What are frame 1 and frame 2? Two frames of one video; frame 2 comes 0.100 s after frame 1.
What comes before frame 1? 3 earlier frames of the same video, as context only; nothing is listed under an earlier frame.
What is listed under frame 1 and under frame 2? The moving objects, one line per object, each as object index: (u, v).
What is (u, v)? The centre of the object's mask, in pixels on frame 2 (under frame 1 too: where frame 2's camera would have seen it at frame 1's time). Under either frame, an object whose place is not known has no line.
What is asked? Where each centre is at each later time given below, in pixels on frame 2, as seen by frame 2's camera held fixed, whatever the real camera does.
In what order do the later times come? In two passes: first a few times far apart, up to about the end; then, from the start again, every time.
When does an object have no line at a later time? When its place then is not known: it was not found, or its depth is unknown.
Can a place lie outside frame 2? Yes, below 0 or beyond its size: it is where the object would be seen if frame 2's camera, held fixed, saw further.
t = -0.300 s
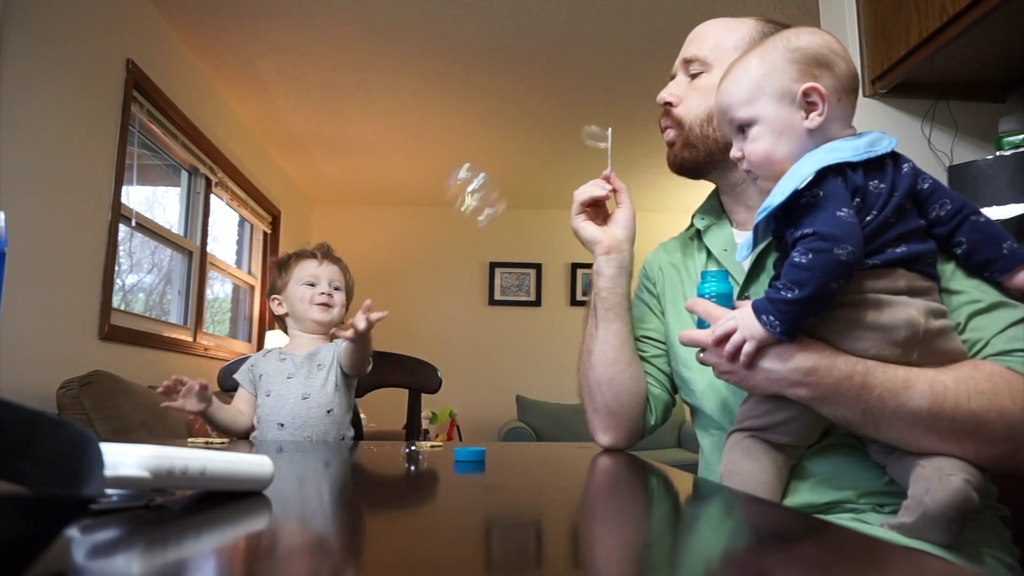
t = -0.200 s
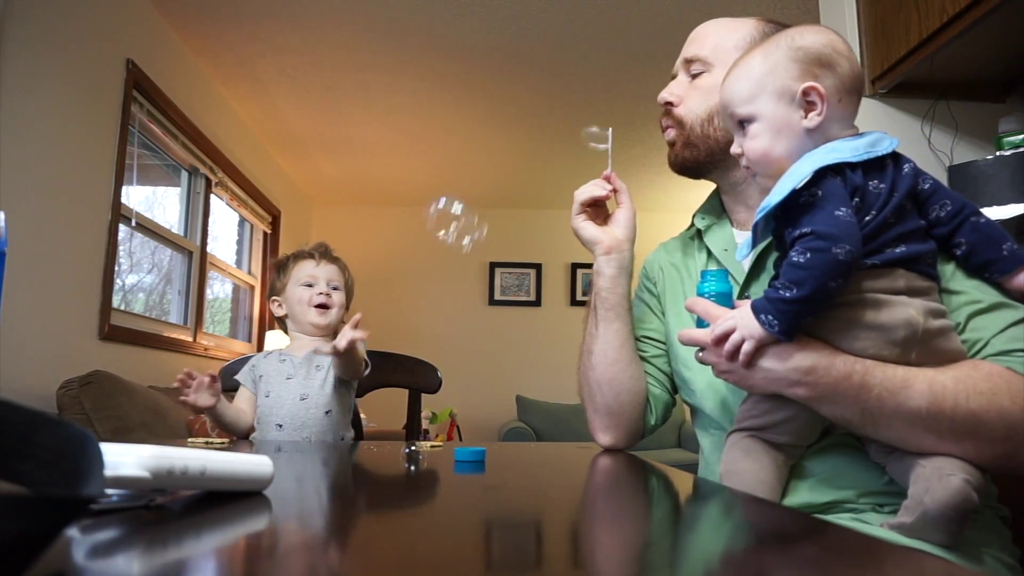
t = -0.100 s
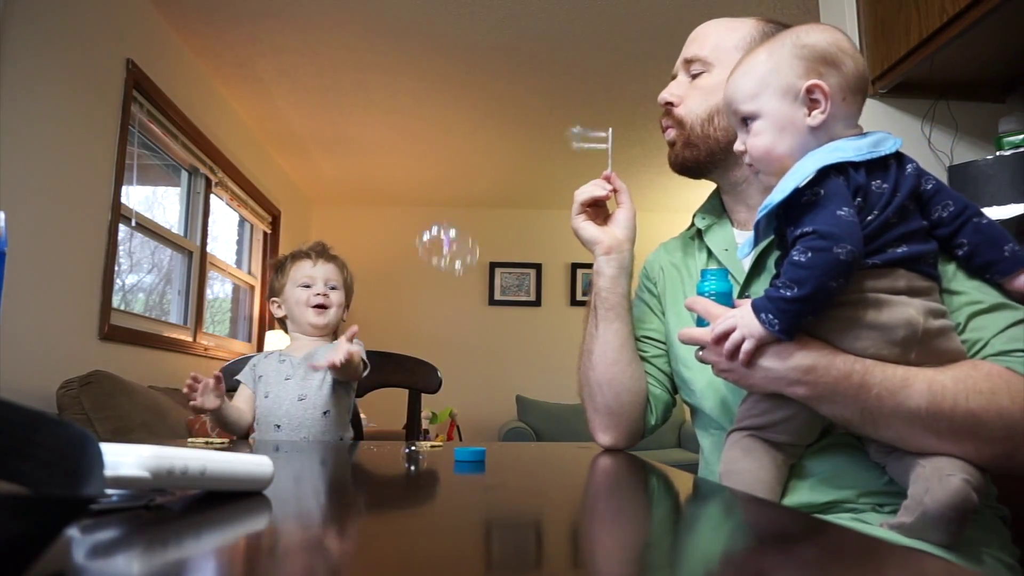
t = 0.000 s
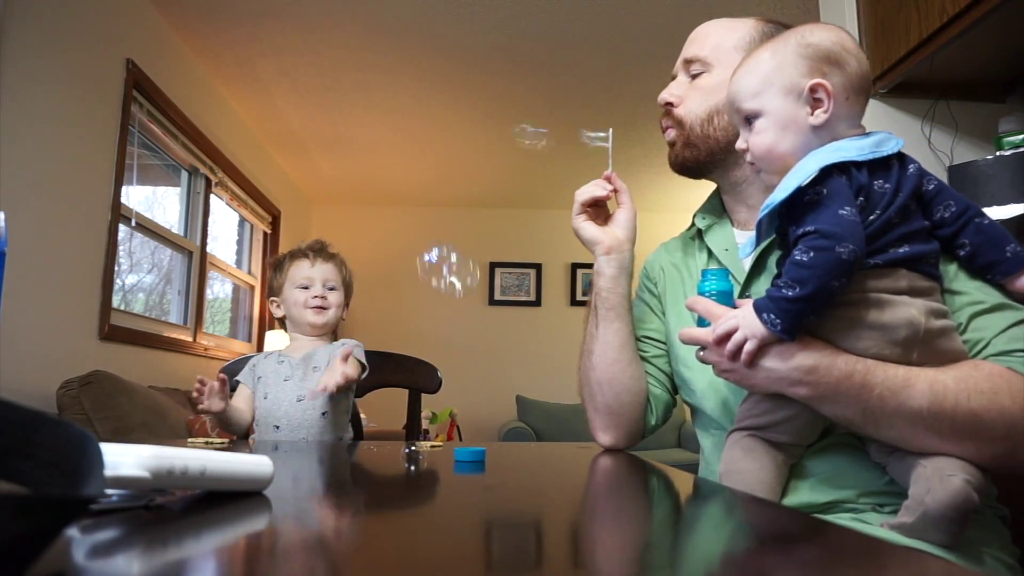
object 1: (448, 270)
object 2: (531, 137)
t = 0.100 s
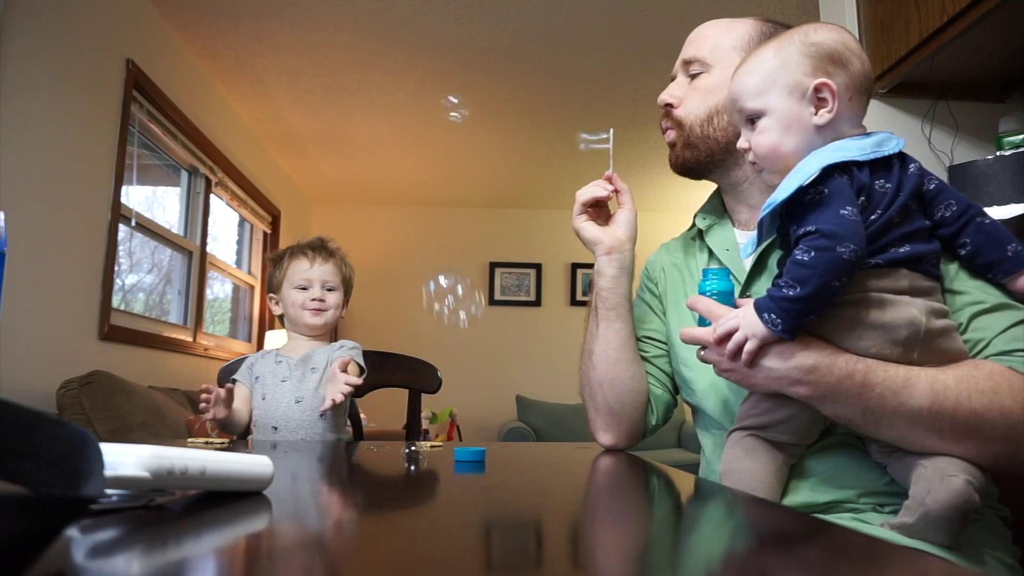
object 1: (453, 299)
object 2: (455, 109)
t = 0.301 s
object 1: (462, 347)
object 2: (412, 113)
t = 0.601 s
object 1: (481, 429)
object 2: (336, 143)
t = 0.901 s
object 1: (502, 444)
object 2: (242, 182)
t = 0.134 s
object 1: (454, 306)
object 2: (447, 106)
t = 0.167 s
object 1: (456, 314)
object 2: (440, 105)
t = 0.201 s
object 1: (458, 322)
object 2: (434, 107)
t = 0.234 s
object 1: (459, 330)
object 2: (427, 109)
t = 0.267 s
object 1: (461, 338)
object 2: (420, 111)
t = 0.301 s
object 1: (462, 347)
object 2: (412, 113)
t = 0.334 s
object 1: (464, 356)
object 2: (403, 116)
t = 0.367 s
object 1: (466, 365)
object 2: (396, 119)
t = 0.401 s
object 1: (468, 375)
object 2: (387, 122)
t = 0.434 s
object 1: (471, 387)
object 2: (379, 125)
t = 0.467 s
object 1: (472, 395)
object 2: (370, 129)
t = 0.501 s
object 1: (474, 404)
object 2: (362, 132)
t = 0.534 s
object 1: (478, 415)
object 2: (354, 136)
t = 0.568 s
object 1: (481, 424)
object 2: (346, 139)
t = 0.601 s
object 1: (481, 429)
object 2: (336, 143)
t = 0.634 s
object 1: (483, 434)
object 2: (328, 146)
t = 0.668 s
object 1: (484, 433)
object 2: (317, 149)
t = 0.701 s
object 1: (485, 433)
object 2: (308, 153)
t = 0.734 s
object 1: (487, 435)
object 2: (297, 157)
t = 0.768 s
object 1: (493, 440)
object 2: (286, 161)
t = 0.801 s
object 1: (495, 439)
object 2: (275, 166)
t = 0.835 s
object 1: (500, 439)
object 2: (263, 171)
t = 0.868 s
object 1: (499, 440)
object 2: (253, 176)
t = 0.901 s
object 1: (502, 444)
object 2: (242, 182)
